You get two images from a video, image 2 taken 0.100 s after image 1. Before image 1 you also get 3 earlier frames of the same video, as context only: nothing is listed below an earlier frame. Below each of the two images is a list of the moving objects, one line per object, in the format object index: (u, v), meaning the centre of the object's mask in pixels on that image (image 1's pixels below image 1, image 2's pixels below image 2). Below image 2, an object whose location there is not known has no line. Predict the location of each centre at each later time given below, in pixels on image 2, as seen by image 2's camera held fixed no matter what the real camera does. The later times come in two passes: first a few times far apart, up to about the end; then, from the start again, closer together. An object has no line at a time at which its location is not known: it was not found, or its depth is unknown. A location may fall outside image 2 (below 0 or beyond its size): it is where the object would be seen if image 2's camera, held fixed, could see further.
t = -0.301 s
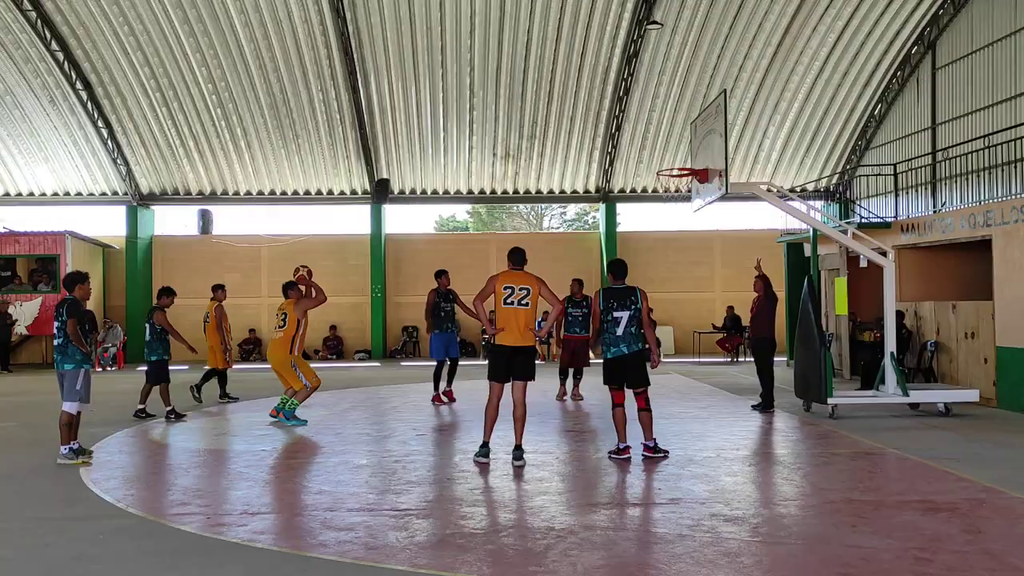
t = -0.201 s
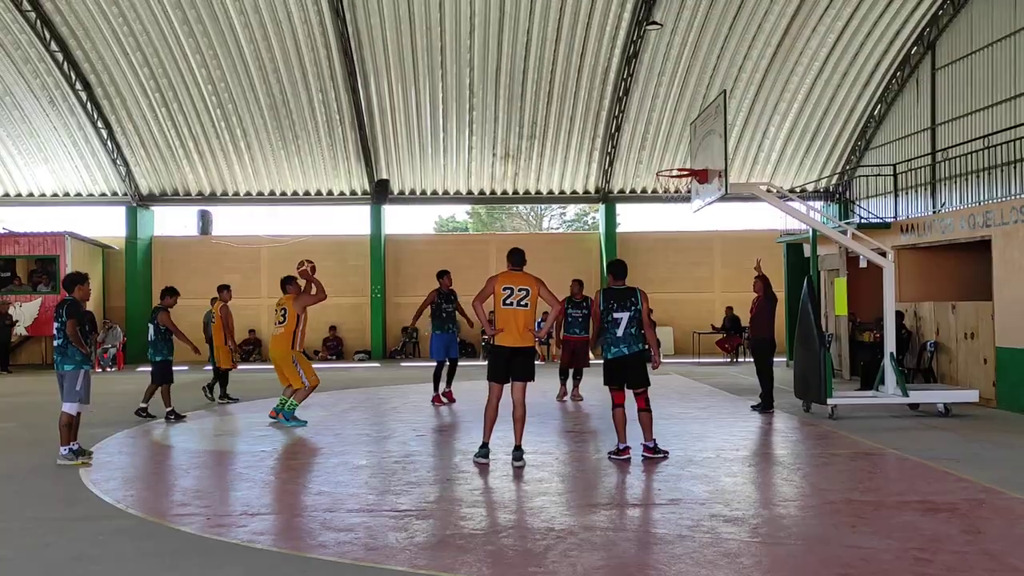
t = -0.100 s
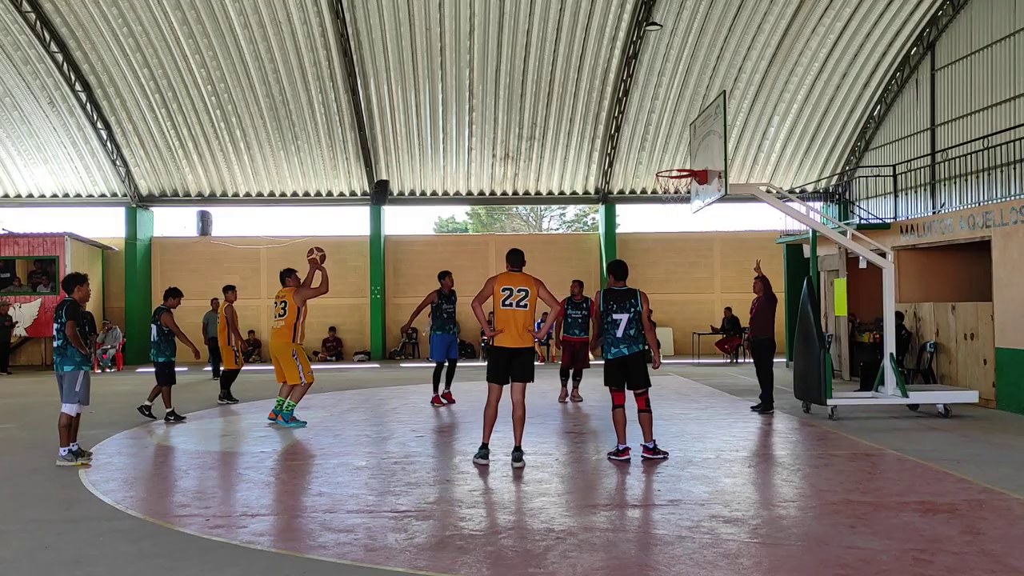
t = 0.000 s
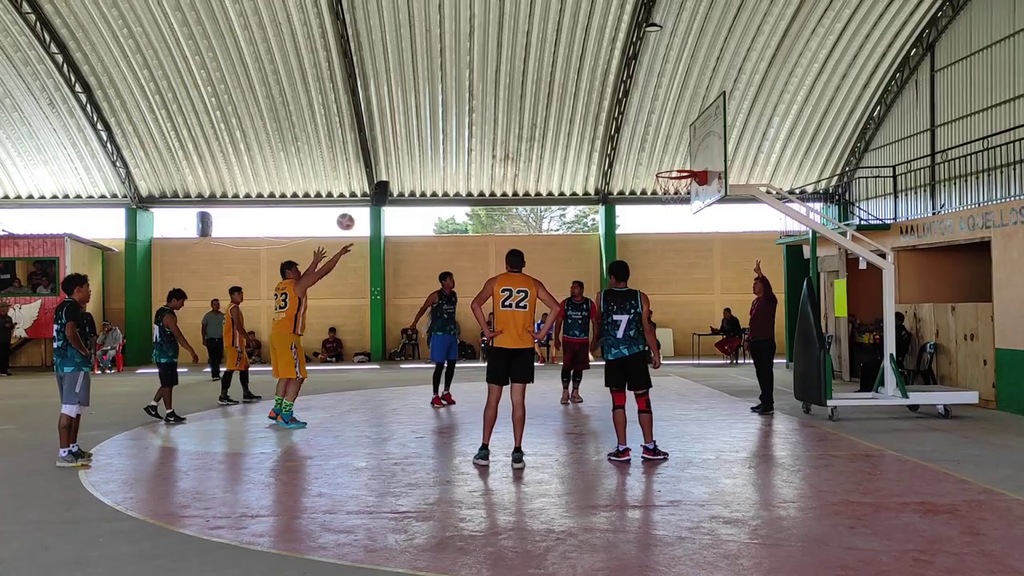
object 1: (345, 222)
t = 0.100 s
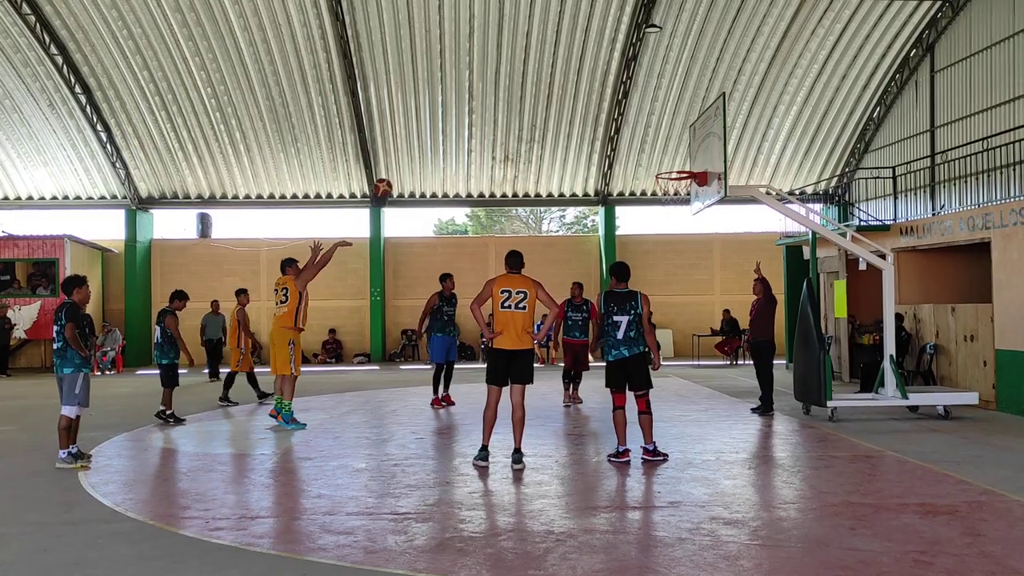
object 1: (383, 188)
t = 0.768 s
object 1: (629, 148)
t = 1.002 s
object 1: (688, 205)
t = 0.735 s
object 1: (617, 142)
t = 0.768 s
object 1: (629, 148)
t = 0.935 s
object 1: (683, 184)
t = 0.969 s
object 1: (685, 195)
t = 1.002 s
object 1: (688, 205)
